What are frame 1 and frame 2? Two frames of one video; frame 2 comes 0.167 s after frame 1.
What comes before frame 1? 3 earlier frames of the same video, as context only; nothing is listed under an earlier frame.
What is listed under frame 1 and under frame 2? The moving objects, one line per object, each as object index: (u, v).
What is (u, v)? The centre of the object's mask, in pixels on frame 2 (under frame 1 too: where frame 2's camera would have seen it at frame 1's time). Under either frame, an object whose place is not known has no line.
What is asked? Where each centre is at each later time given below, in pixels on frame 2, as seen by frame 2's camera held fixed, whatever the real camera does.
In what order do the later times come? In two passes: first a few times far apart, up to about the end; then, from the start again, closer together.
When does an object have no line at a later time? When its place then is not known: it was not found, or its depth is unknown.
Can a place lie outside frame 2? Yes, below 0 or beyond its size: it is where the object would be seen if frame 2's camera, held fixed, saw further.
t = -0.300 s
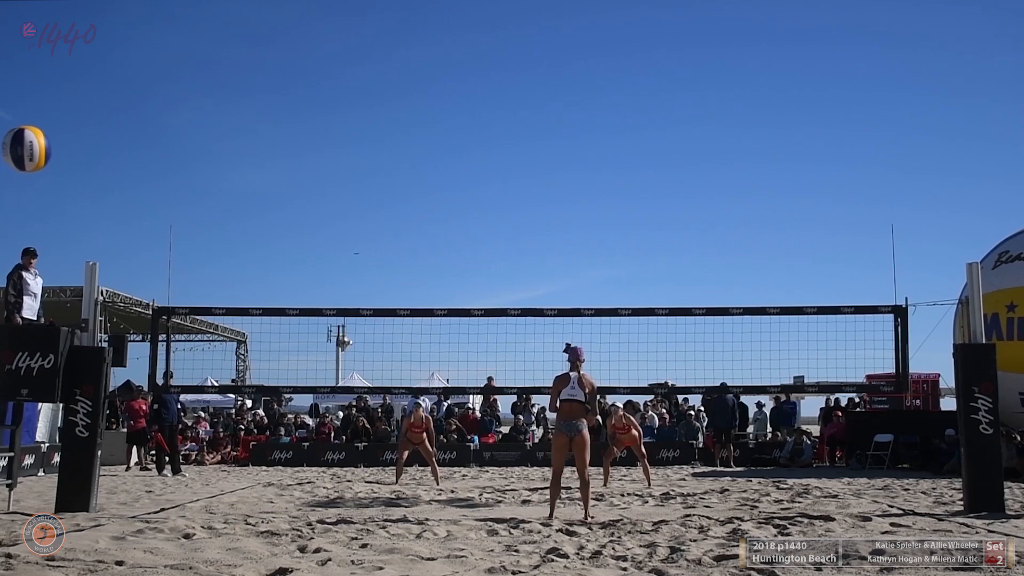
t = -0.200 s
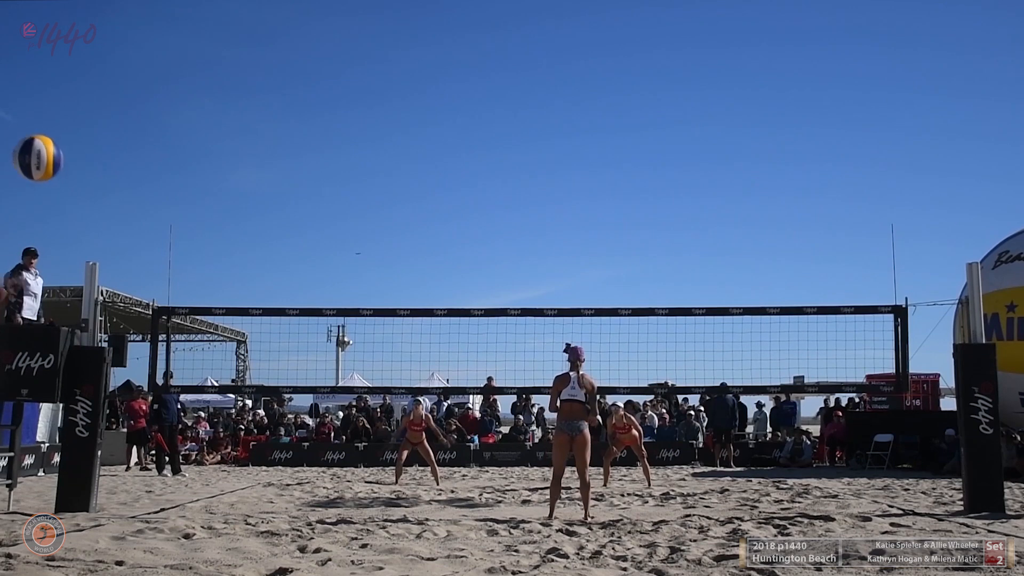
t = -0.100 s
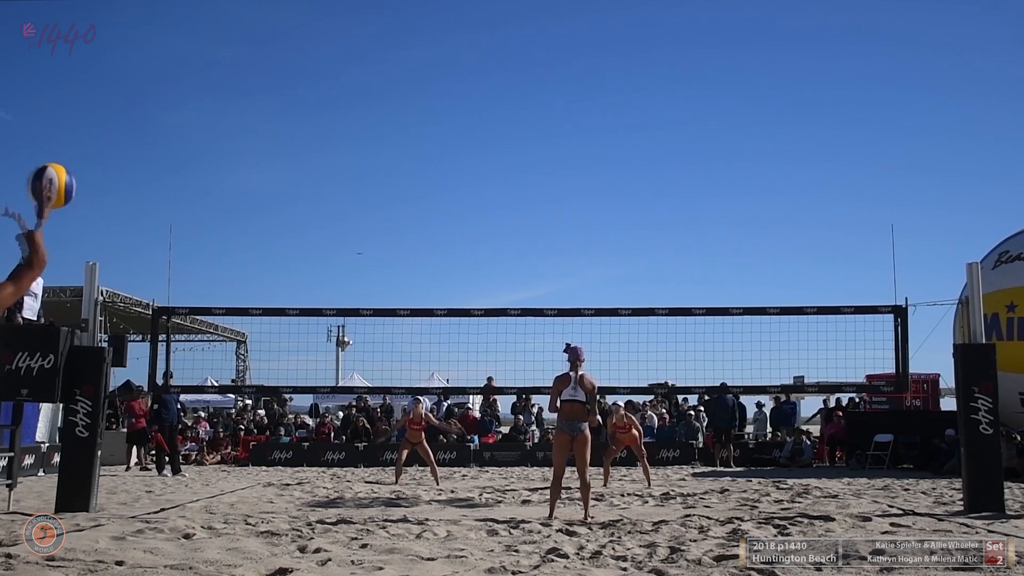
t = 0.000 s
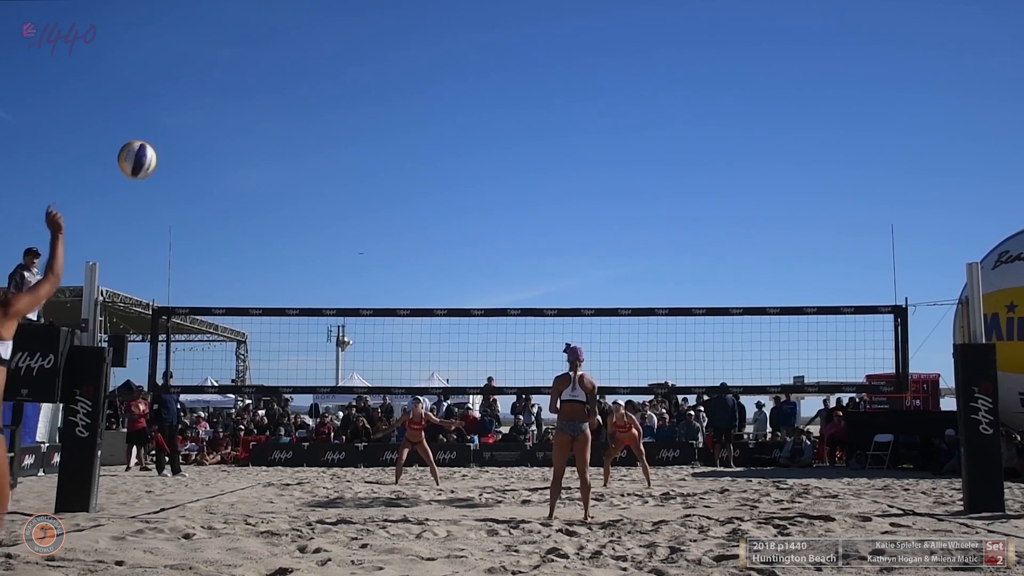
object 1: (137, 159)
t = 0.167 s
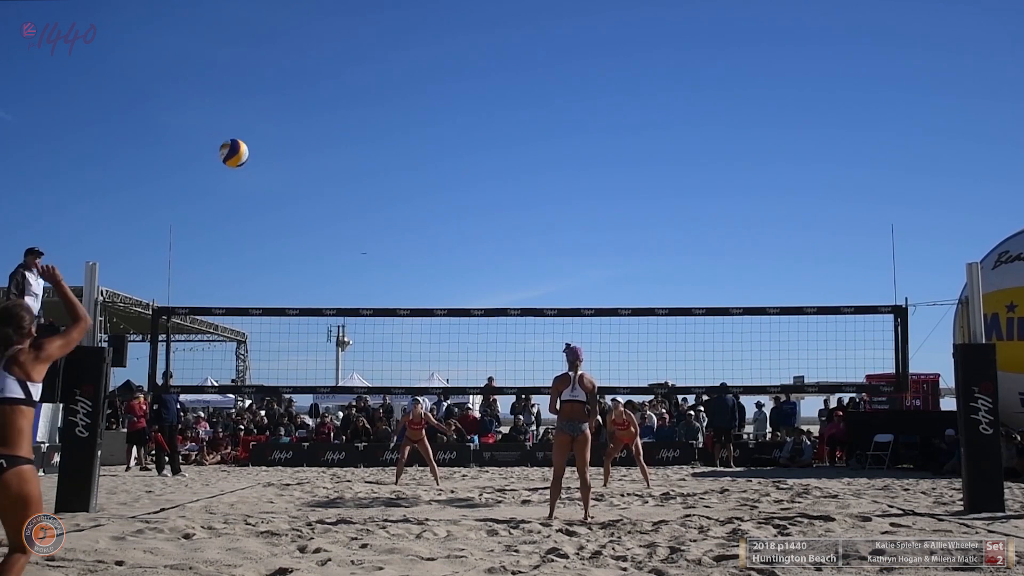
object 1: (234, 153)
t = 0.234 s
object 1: (259, 163)
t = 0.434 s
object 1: (310, 212)
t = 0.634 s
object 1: (338, 281)
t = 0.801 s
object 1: (351, 345)
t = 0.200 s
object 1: (247, 157)
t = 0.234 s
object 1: (259, 163)
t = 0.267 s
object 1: (269, 170)
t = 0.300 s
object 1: (279, 177)
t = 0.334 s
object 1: (287, 185)
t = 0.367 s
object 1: (295, 193)
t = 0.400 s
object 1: (303, 202)
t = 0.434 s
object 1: (310, 212)
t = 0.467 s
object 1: (316, 223)
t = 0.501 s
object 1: (321, 234)
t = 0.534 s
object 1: (325, 244)
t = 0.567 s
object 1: (330, 256)
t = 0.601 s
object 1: (334, 268)
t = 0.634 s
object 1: (338, 281)
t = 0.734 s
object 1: (347, 323)
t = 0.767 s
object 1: (349, 333)
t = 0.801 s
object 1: (351, 345)
